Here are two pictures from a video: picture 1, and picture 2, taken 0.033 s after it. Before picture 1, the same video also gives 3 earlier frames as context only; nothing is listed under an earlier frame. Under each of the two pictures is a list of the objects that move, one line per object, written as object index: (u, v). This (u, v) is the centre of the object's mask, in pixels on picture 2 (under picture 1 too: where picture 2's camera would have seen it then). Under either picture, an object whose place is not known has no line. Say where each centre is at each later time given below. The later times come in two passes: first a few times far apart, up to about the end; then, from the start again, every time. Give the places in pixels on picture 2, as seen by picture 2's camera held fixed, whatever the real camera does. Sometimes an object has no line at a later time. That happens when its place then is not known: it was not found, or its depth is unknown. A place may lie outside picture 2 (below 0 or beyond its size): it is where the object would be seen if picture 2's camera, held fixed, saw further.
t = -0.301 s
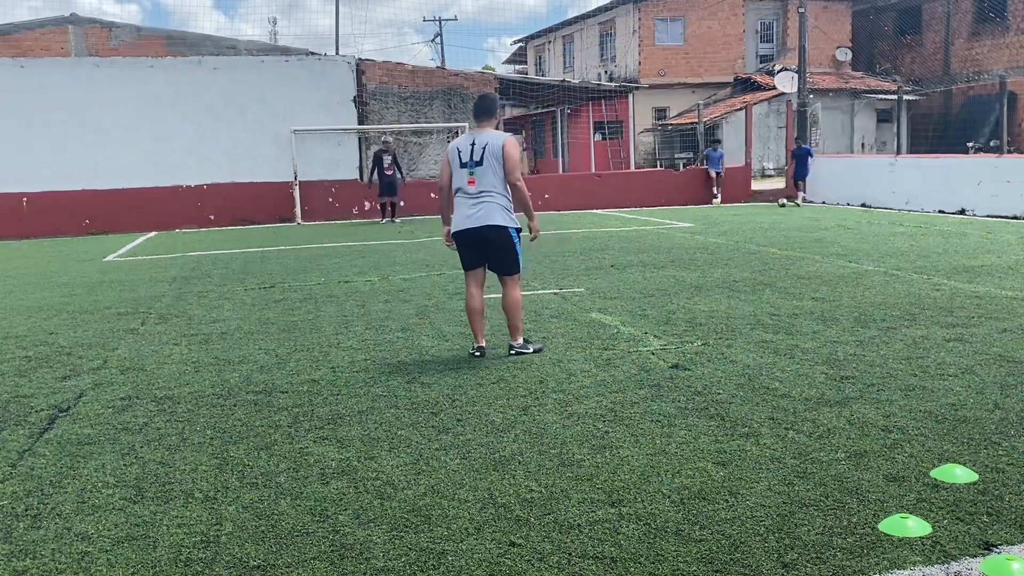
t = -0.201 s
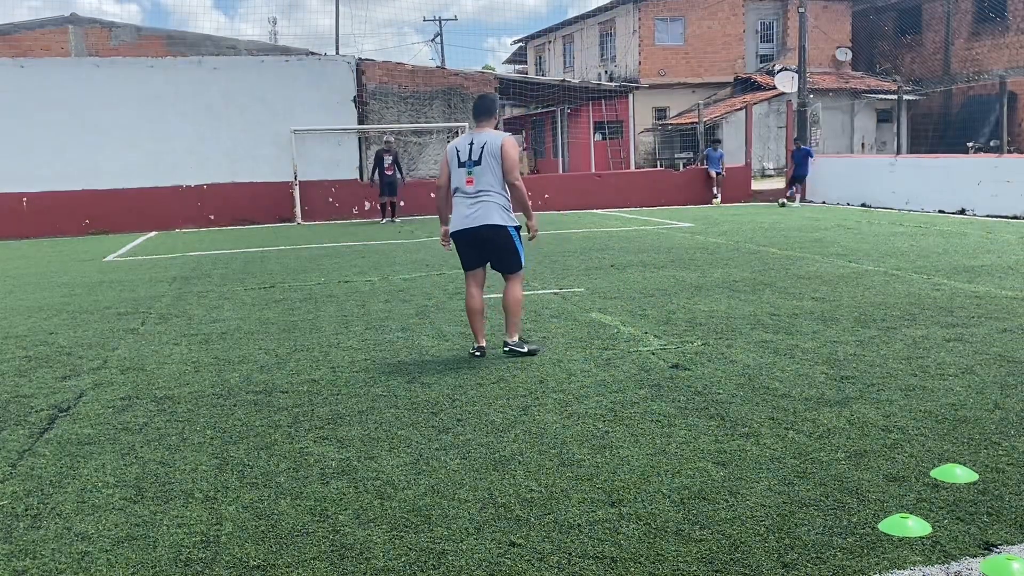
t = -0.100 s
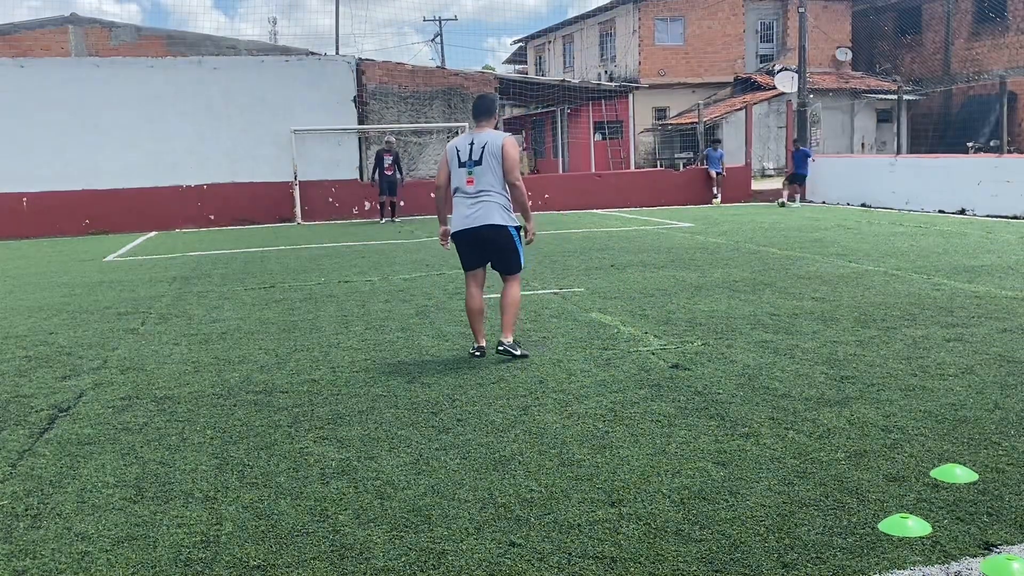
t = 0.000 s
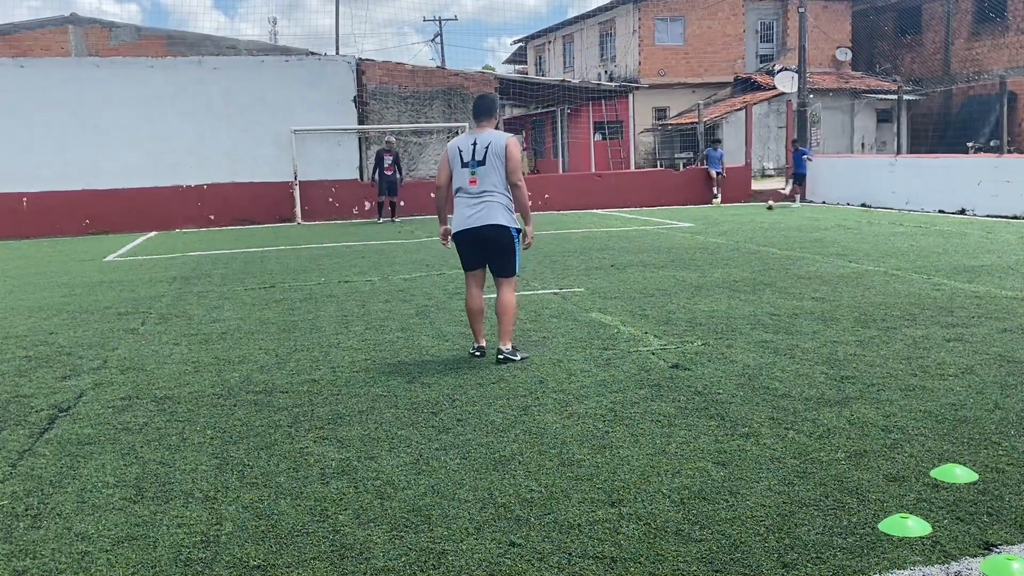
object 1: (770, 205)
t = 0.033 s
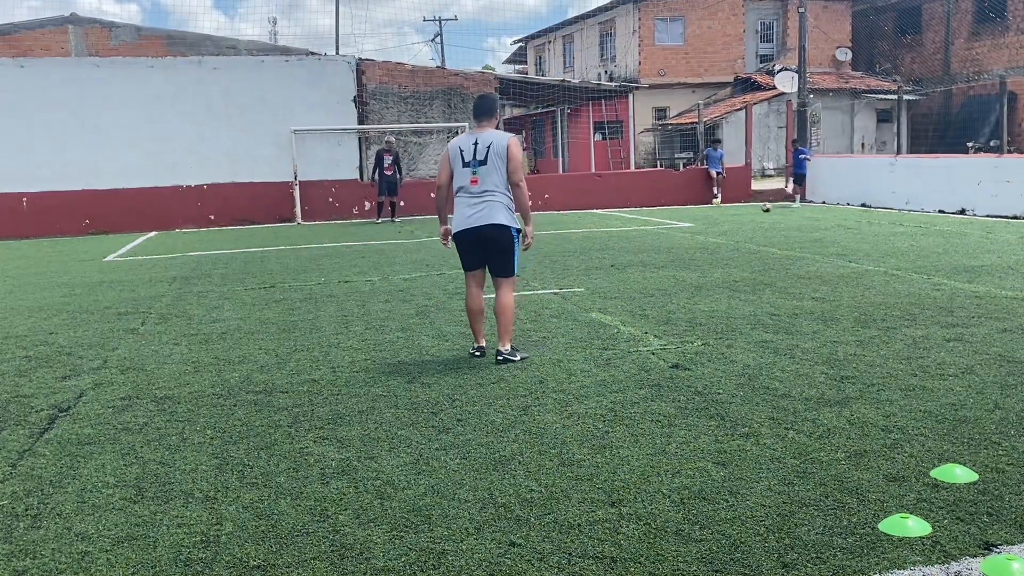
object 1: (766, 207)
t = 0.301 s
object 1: (736, 219)
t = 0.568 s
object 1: (707, 235)
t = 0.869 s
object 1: (674, 253)
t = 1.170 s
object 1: (633, 278)
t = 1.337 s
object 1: (603, 297)
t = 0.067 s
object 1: (762, 209)
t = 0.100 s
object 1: (759, 209)
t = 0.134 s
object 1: (755, 209)
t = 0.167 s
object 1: (751, 211)
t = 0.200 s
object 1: (748, 212)
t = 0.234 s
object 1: (744, 216)
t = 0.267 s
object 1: (740, 219)
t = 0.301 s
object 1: (736, 219)
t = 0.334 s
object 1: (734, 220)
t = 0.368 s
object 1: (730, 221)
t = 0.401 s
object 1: (726, 223)
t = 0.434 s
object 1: (722, 227)
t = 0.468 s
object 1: (718, 229)
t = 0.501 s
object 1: (714, 231)
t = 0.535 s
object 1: (711, 233)
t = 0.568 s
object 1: (707, 235)
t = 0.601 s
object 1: (703, 237)
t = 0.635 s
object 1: (699, 237)
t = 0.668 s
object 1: (697, 238)
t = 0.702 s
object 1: (693, 241)
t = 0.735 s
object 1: (689, 244)
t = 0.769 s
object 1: (685, 246)
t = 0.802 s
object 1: (682, 249)
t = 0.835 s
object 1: (678, 250)
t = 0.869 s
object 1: (674, 253)
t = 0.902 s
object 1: (670, 255)
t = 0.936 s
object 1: (666, 258)
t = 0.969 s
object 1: (663, 260)
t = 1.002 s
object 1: (658, 263)
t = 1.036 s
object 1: (653, 266)
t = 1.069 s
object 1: (649, 268)
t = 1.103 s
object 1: (644, 272)
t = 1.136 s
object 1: (638, 276)
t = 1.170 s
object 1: (633, 278)
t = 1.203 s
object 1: (628, 280)
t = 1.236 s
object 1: (622, 282)
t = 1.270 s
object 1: (616, 287)
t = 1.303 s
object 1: (609, 292)
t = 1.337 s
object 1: (603, 297)
